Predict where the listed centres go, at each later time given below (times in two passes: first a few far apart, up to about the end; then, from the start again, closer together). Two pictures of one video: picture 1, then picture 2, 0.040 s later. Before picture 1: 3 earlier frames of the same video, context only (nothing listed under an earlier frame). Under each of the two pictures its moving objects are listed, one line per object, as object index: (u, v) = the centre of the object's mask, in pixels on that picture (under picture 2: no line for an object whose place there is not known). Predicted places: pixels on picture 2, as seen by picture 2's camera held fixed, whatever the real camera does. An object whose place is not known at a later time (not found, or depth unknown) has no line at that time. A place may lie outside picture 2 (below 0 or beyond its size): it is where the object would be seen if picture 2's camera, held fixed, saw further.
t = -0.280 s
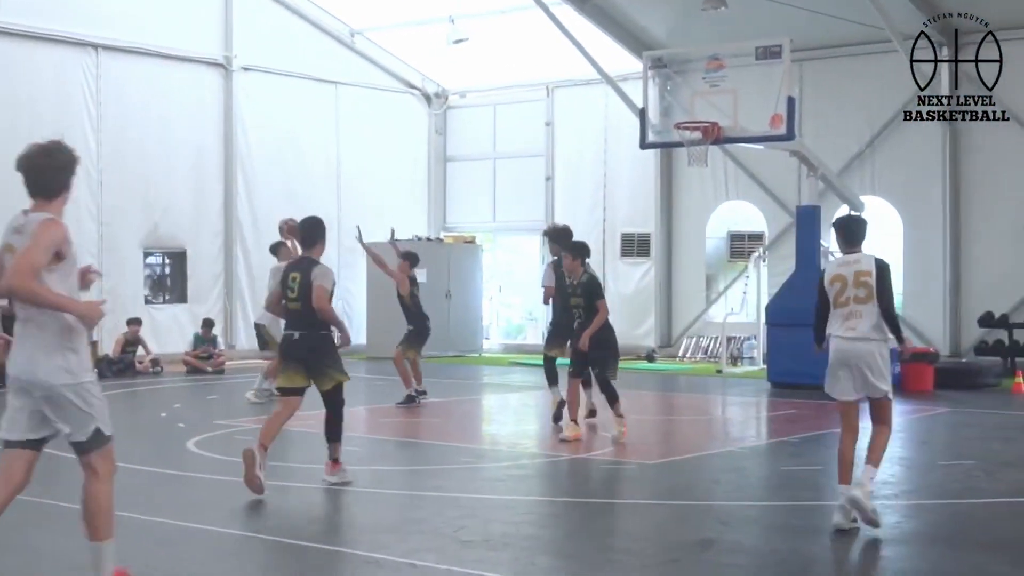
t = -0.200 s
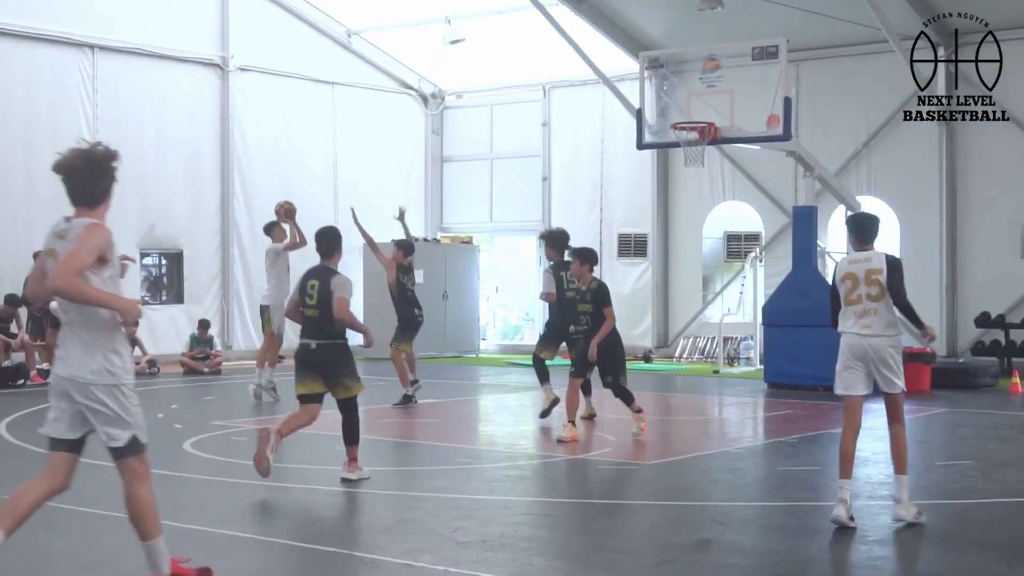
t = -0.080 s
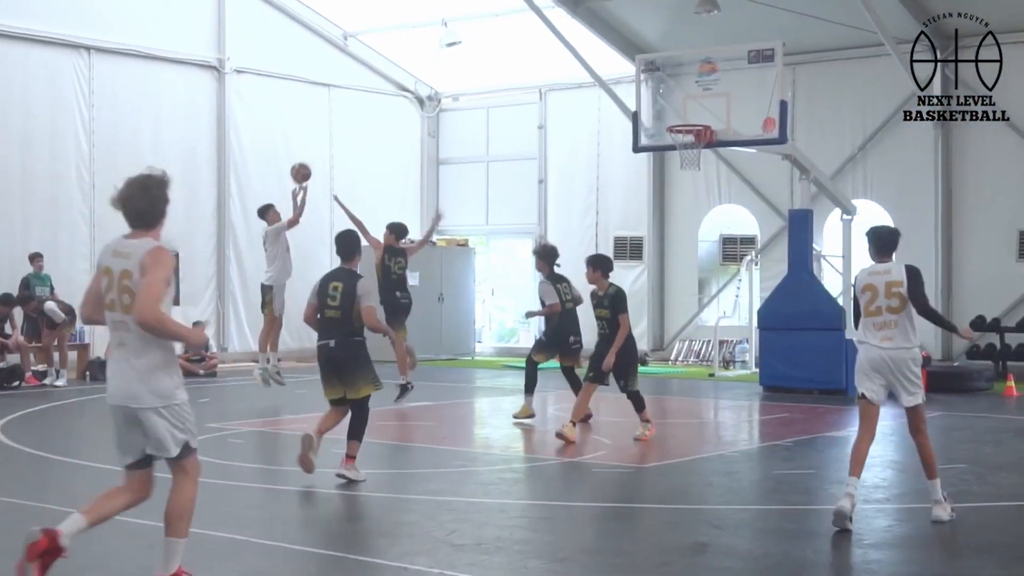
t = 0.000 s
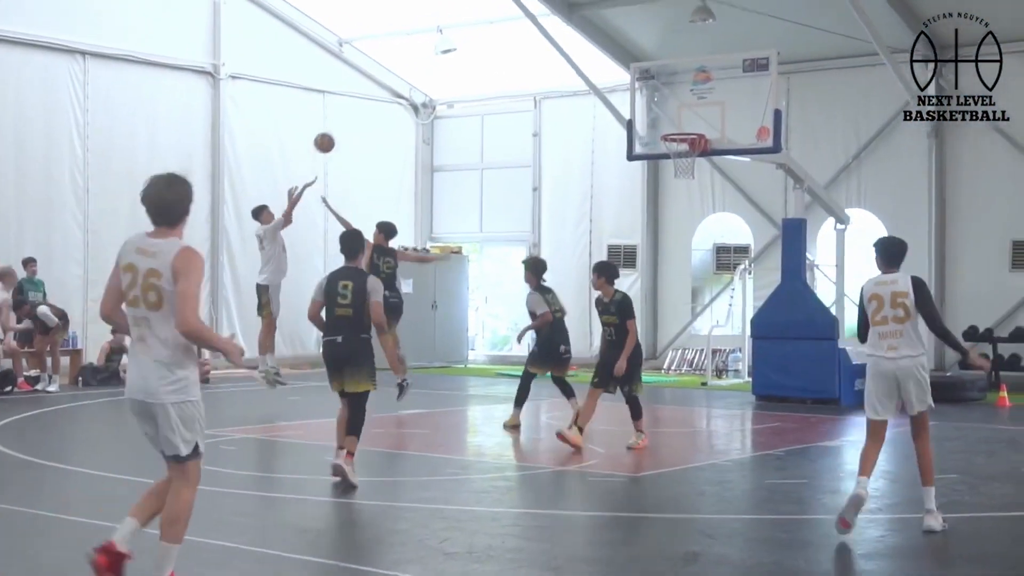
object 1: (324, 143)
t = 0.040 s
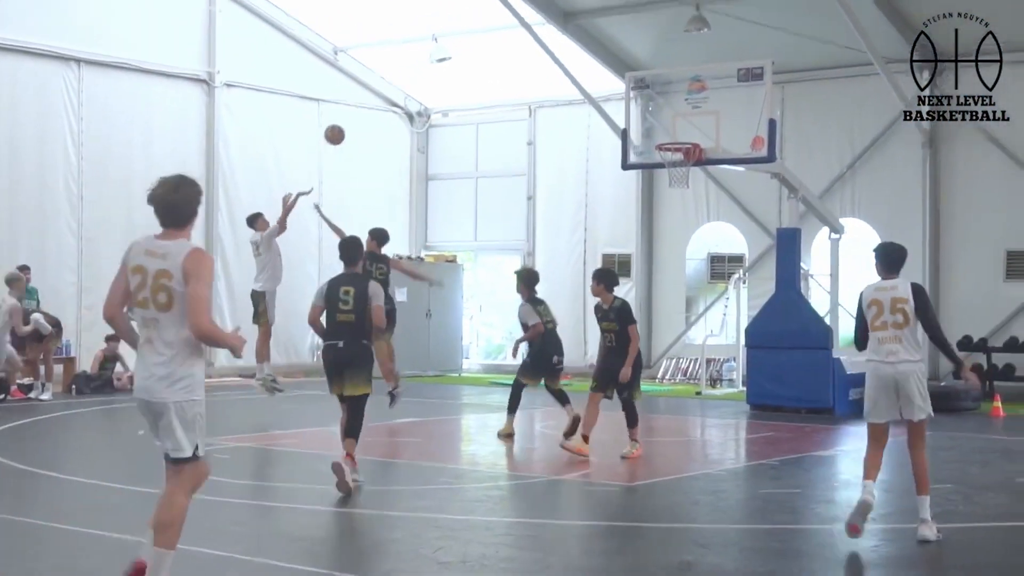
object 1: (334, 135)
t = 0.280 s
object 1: (427, 66)
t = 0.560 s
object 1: (532, 51)
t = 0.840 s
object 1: (637, 105)
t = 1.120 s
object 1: (707, 178)
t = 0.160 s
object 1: (381, 95)
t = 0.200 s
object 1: (396, 84)
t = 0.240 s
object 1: (411, 75)
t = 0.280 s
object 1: (427, 66)
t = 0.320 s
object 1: (441, 60)
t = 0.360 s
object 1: (457, 55)
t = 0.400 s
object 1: (472, 51)
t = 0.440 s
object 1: (487, 49)
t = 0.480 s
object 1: (502, 48)
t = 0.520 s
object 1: (517, 49)
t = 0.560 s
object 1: (532, 51)
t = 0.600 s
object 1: (547, 54)
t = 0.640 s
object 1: (561, 60)
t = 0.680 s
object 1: (577, 66)
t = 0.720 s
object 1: (592, 74)
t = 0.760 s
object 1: (607, 83)
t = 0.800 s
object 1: (622, 94)
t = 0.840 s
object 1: (637, 105)
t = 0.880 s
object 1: (651, 119)
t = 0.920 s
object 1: (666, 134)
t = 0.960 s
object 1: (681, 154)
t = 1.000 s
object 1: (694, 168)
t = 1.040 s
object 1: (700, 169)
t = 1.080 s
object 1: (703, 173)
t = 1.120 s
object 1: (707, 178)
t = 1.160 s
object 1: (711, 184)
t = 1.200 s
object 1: (715, 193)
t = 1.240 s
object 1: (718, 203)
